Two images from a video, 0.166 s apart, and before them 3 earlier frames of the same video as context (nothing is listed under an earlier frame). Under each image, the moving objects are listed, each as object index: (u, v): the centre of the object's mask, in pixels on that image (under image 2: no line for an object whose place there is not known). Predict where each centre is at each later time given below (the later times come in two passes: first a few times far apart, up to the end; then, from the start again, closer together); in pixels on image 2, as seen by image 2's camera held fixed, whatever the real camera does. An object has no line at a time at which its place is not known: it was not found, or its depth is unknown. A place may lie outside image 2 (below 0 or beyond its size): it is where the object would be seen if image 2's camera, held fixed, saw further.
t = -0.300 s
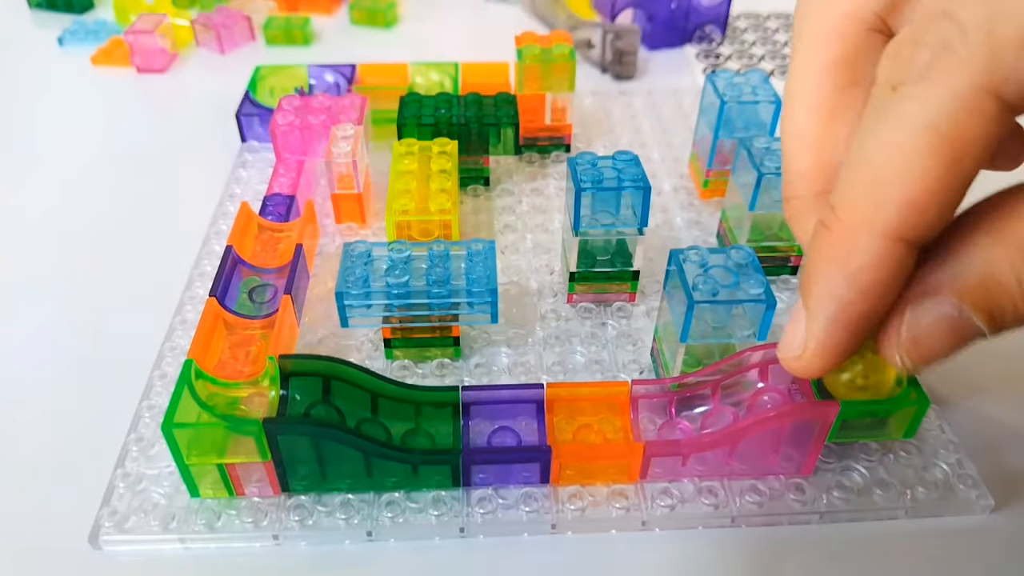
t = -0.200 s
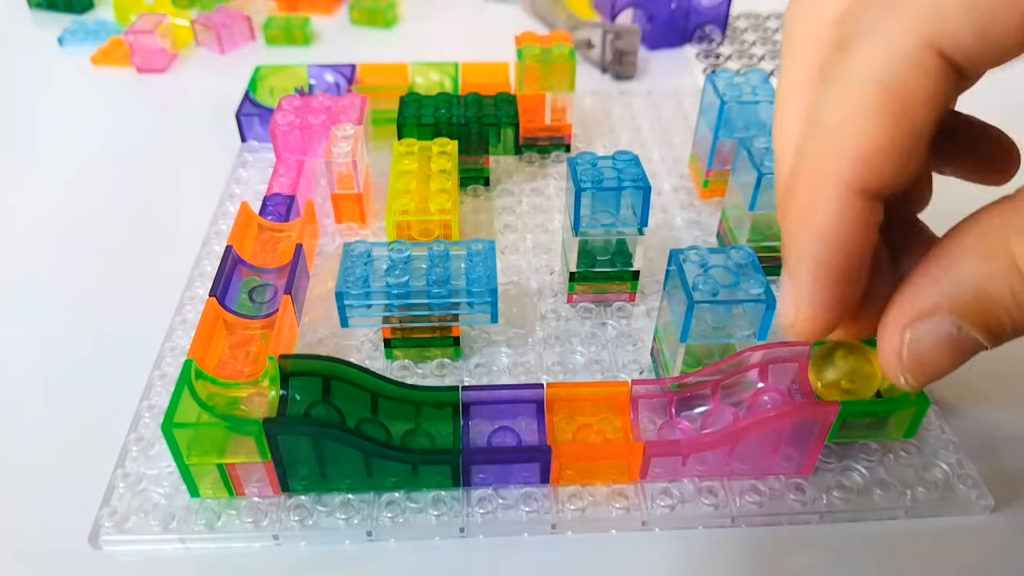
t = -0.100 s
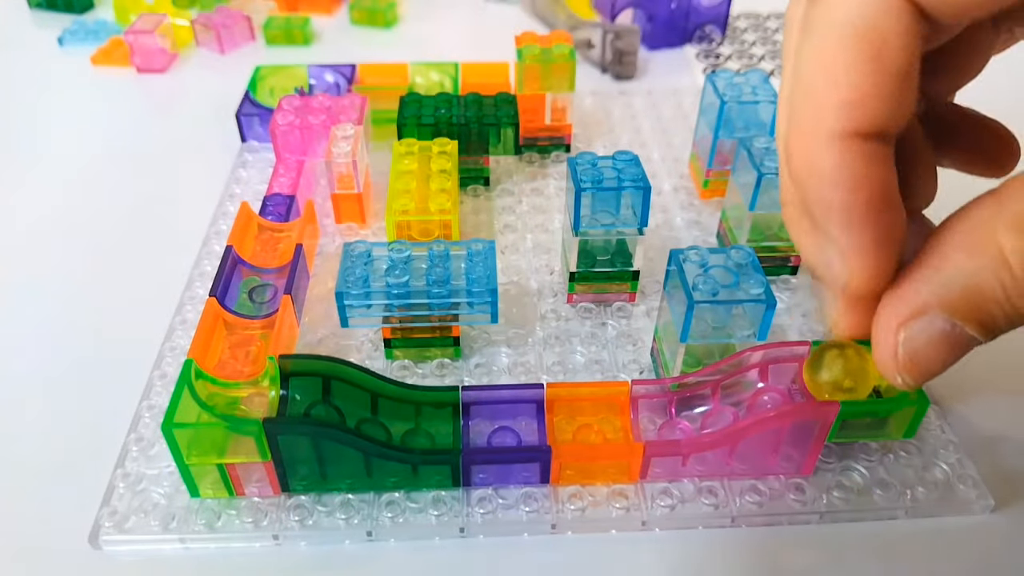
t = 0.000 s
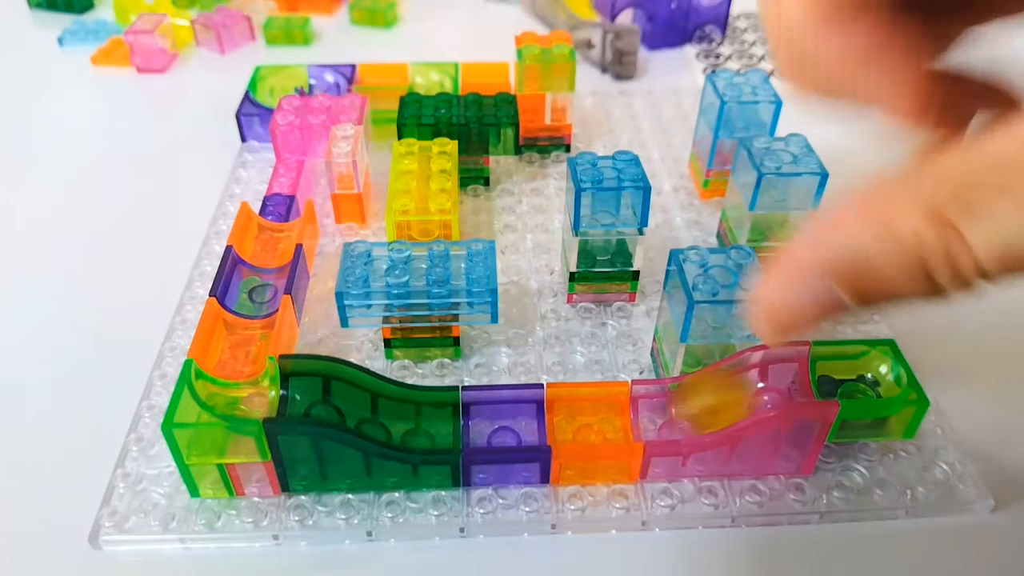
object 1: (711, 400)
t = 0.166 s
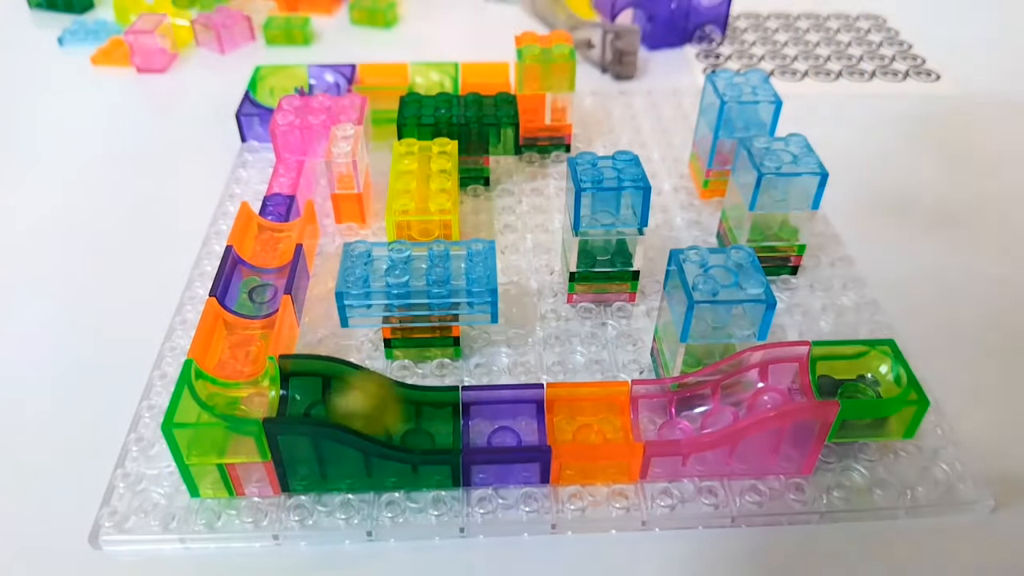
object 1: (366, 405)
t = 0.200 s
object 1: (338, 393)
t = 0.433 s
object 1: (533, 416)
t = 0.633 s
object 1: (711, 401)
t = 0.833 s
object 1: (503, 418)
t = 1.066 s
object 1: (445, 420)
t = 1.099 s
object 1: (474, 418)
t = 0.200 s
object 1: (338, 393)
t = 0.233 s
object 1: (324, 389)
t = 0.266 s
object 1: (323, 389)
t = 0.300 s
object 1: (333, 392)
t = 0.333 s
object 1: (360, 402)
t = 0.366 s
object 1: (412, 419)
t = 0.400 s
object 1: (475, 419)
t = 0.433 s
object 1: (533, 416)
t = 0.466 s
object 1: (591, 416)
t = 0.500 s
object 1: (657, 409)
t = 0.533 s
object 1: (701, 406)
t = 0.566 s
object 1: (726, 394)
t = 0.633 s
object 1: (711, 401)
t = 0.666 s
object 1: (674, 410)
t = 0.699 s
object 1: (639, 413)
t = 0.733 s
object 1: (596, 417)
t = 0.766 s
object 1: (572, 416)
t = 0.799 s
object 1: (536, 417)
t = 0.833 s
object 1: (503, 418)
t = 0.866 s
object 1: (471, 419)
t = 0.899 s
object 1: (440, 420)
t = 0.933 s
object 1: (412, 418)
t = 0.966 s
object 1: (397, 414)
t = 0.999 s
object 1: (399, 415)
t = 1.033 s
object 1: (418, 419)
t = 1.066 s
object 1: (445, 420)
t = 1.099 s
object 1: (474, 418)
